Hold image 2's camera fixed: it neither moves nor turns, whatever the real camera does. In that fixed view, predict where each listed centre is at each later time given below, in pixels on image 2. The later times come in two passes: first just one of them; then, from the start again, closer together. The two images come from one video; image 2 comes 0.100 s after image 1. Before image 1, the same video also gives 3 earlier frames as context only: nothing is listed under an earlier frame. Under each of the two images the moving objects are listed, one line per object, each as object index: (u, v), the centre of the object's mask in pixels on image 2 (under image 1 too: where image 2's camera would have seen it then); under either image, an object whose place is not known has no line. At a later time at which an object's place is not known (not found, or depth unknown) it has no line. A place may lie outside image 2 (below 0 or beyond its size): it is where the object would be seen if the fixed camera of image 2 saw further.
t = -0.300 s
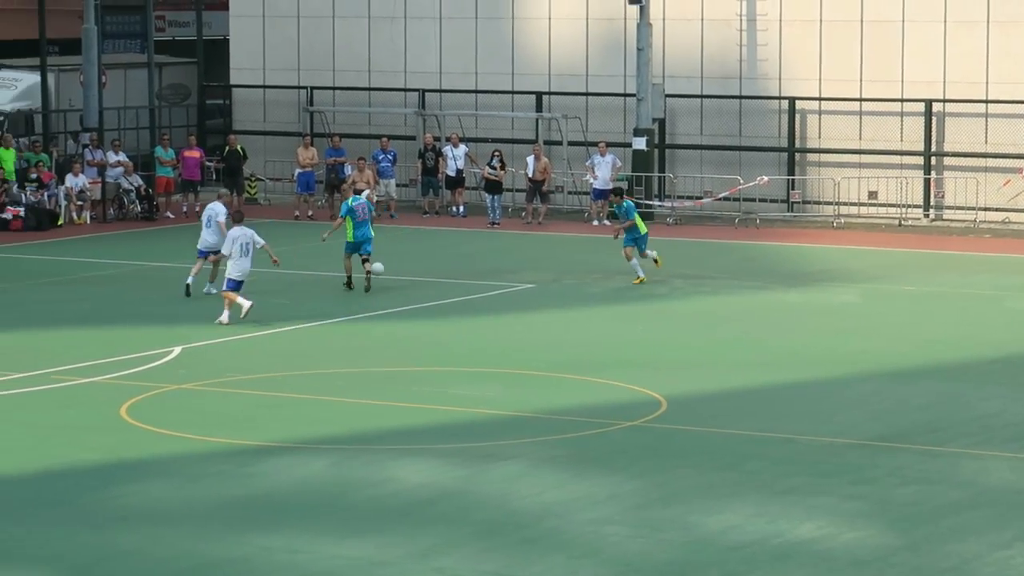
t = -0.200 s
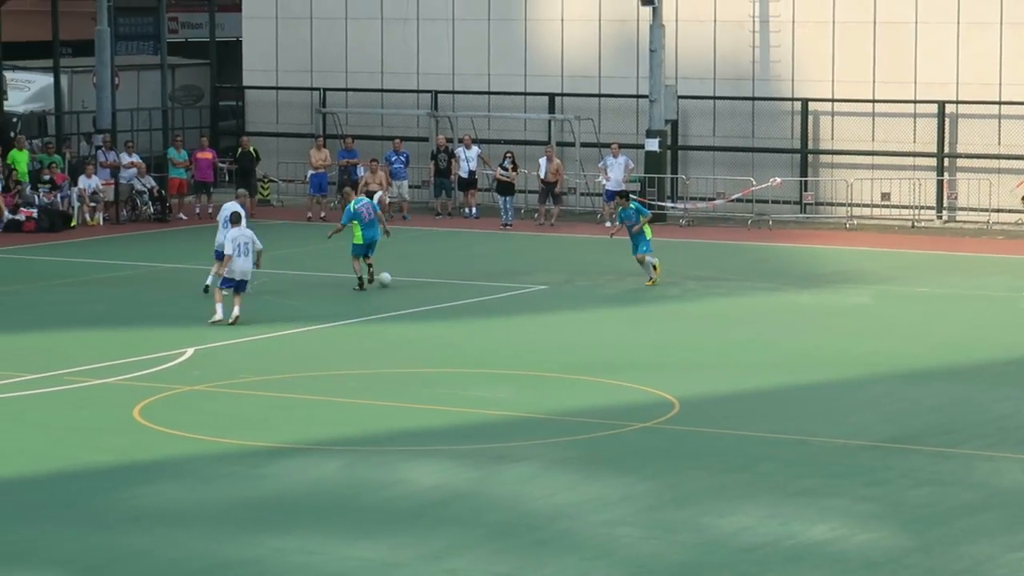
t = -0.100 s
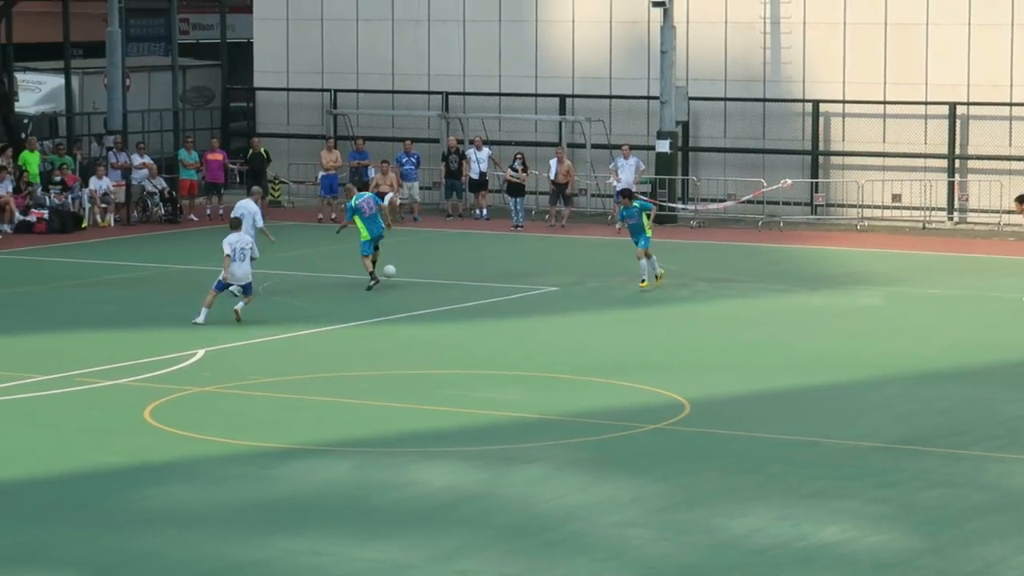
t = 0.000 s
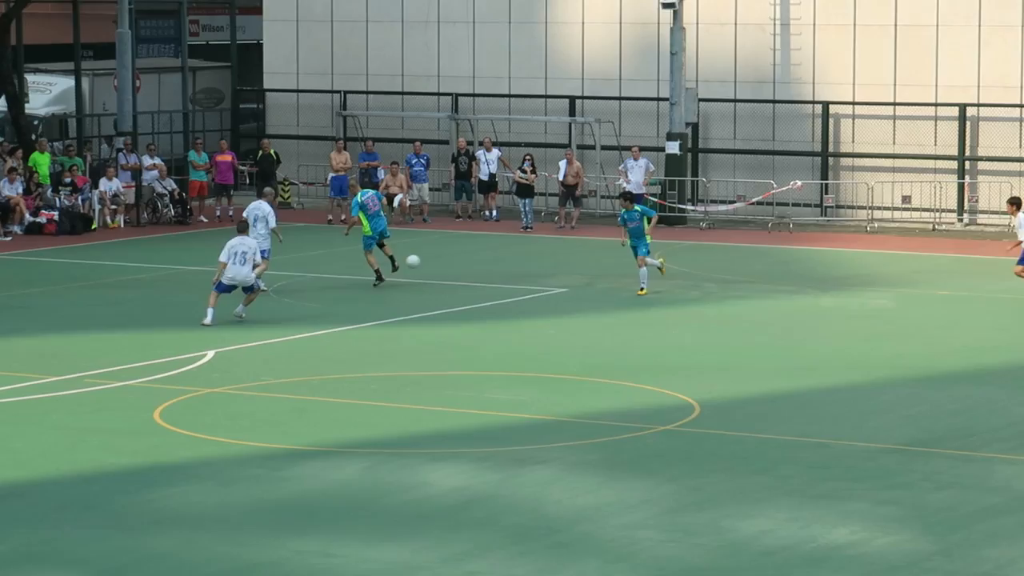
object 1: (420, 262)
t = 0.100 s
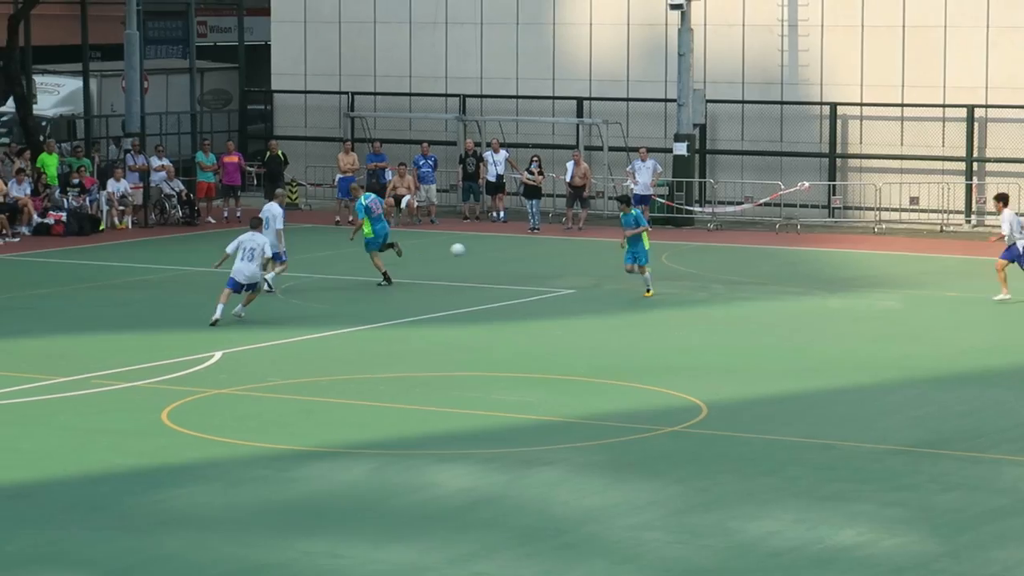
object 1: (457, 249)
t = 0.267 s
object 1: (518, 242)
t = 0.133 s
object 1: (469, 246)
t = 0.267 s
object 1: (518, 242)
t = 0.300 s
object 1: (531, 242)
